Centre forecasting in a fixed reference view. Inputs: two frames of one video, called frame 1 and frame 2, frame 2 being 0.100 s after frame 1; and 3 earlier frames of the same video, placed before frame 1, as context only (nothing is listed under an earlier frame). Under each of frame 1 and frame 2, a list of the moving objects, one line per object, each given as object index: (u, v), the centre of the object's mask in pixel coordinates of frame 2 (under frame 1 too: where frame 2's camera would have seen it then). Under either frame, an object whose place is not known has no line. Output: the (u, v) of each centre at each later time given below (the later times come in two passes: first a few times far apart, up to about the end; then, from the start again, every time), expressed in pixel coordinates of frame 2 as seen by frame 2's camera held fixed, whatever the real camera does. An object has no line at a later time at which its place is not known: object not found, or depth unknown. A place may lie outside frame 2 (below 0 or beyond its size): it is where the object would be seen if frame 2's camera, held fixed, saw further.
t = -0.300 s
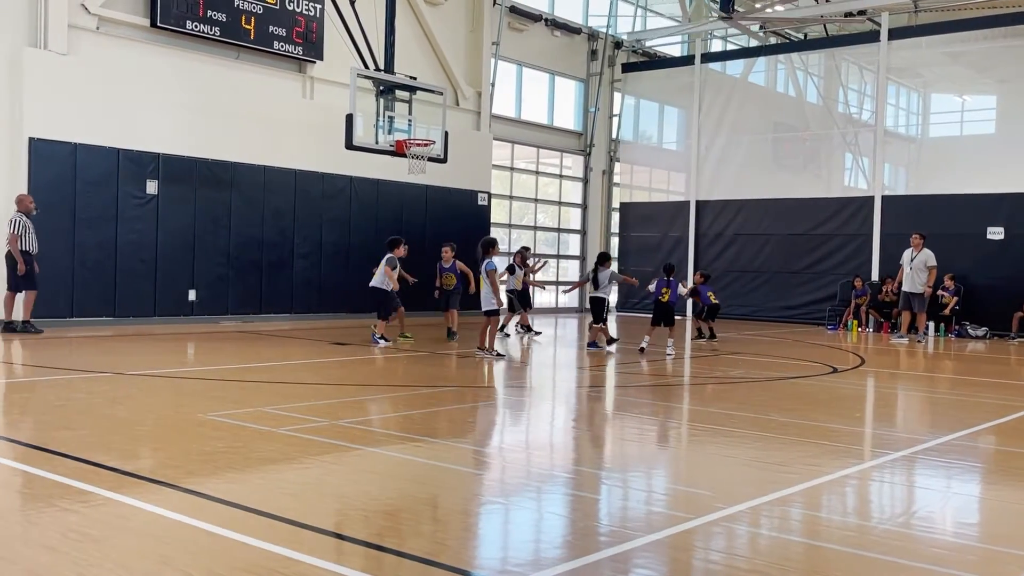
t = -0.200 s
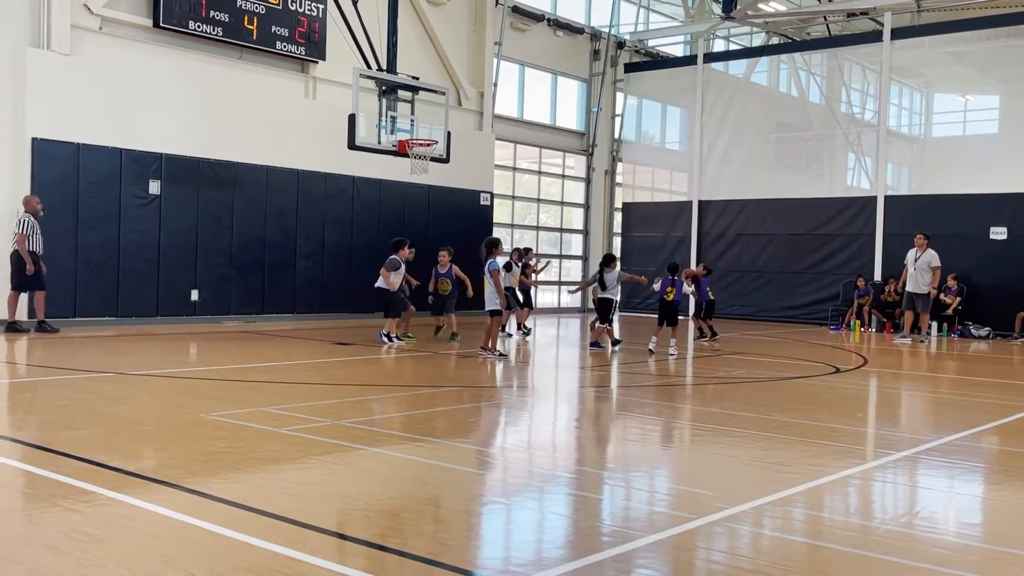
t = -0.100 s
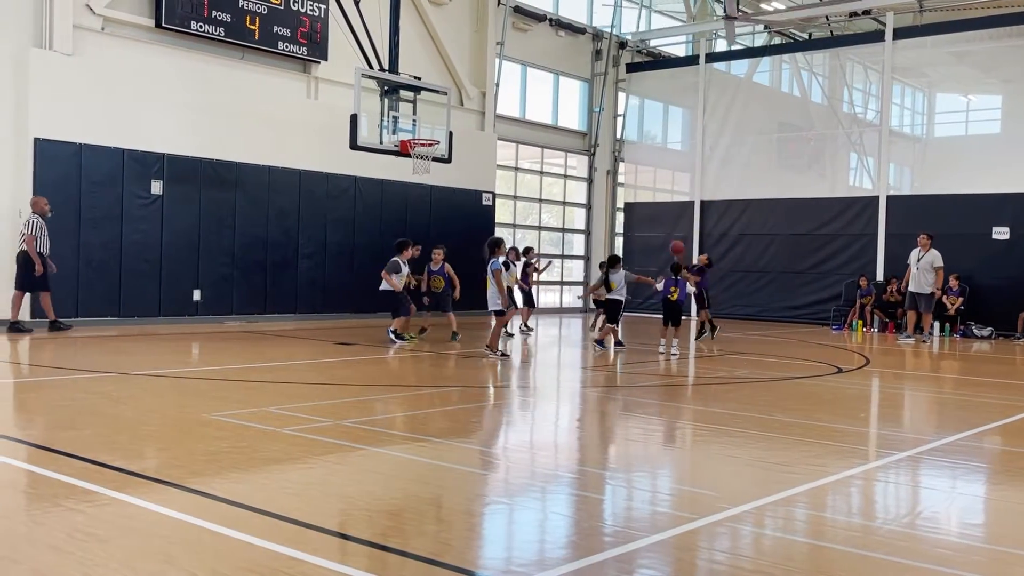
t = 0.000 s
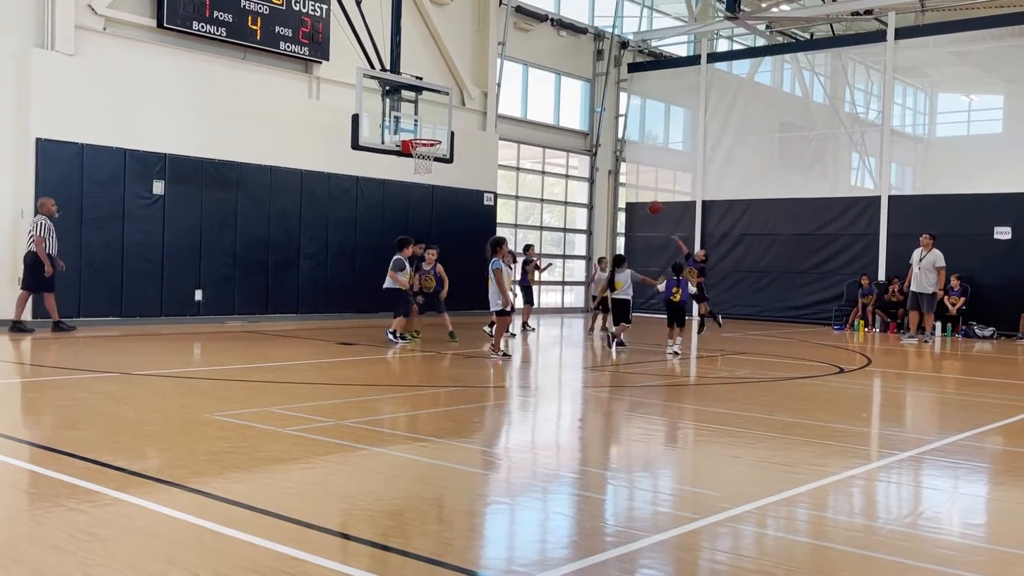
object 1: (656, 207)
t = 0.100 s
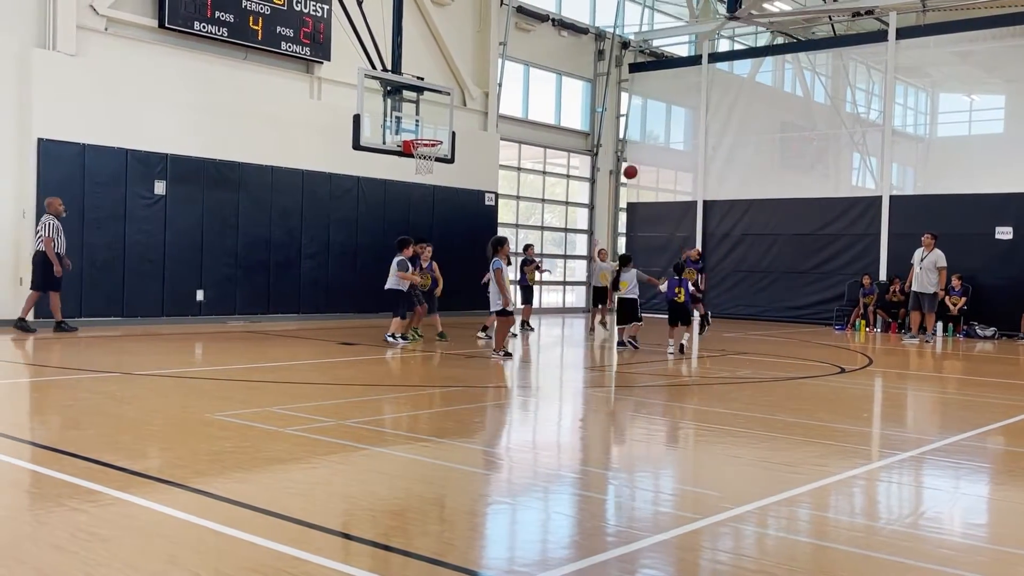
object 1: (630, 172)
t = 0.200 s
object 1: (604, 143)
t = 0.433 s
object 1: (541, 100)
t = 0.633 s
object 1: (484, 93)
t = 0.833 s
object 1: (426, 113)
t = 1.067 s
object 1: (355, 173)
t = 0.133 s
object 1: (621, 161)
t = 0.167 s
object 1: (613, 152)
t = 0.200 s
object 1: (604, 143)
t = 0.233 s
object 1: (595, 135)
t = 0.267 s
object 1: (586, 127)
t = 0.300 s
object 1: (577, 120)
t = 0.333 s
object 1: (568, 114)
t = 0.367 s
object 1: (559, 109)
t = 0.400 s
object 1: (550, 104)
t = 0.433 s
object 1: (541, 100)
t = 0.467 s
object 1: (531, 97)
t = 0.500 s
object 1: (522, 95)
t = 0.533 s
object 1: (512, 93)
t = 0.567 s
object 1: (503, 92)
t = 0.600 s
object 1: (493, 92)
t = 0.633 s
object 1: (484, 93)
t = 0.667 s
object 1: (474, 94)
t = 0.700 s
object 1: (464, 97)
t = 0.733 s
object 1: (455, 100)
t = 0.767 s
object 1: (445, 103)
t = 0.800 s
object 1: (435, 108)
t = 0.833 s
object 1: (426, 113)
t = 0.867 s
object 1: (415, 119)
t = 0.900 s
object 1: (406, 126)
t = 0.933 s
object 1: (395, 134)
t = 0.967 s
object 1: (385, 144)
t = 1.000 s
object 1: (375, 152)
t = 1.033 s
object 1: (365, 162)
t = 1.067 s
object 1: (355, 173)
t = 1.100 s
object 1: (345, 186)
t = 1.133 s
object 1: (336, 198)
